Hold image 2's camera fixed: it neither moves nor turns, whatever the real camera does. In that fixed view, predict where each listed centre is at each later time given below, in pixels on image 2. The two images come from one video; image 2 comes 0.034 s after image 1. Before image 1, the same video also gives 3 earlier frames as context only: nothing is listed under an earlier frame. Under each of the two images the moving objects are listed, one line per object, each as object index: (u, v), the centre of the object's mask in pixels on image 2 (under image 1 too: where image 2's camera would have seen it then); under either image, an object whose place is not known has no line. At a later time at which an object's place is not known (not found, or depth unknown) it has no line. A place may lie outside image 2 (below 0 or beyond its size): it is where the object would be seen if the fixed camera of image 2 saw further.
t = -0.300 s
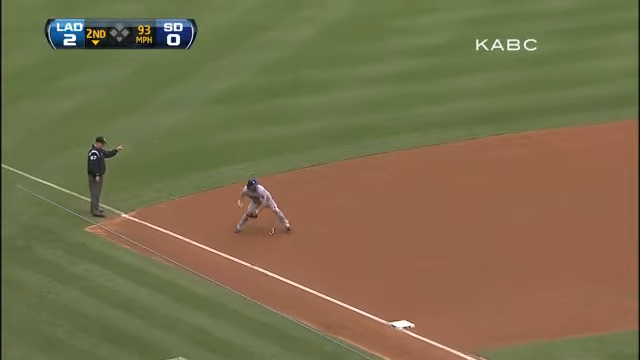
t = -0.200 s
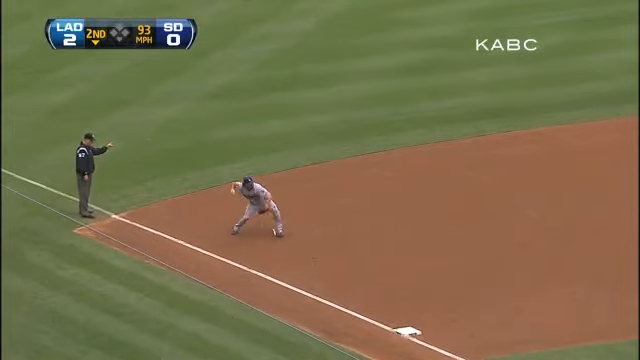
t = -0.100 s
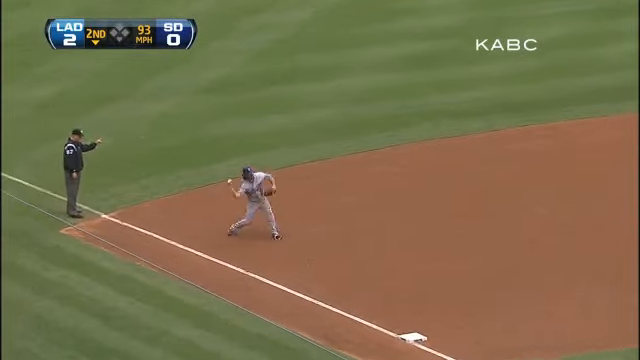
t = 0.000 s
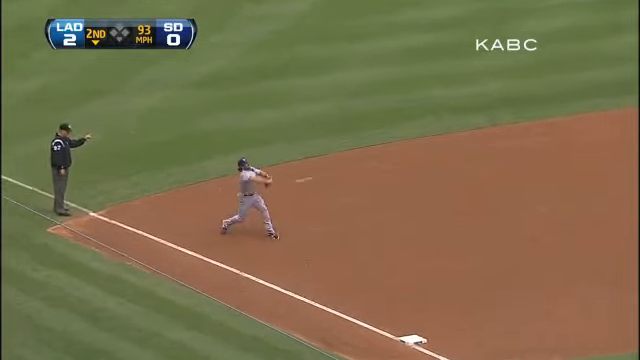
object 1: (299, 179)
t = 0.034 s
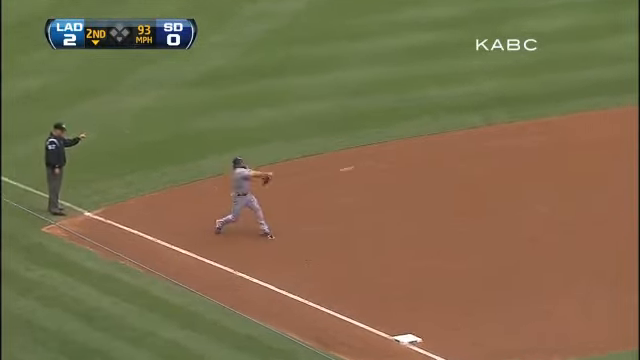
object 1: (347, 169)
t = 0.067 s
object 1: (396, 158)
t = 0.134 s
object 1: (493, 141)
